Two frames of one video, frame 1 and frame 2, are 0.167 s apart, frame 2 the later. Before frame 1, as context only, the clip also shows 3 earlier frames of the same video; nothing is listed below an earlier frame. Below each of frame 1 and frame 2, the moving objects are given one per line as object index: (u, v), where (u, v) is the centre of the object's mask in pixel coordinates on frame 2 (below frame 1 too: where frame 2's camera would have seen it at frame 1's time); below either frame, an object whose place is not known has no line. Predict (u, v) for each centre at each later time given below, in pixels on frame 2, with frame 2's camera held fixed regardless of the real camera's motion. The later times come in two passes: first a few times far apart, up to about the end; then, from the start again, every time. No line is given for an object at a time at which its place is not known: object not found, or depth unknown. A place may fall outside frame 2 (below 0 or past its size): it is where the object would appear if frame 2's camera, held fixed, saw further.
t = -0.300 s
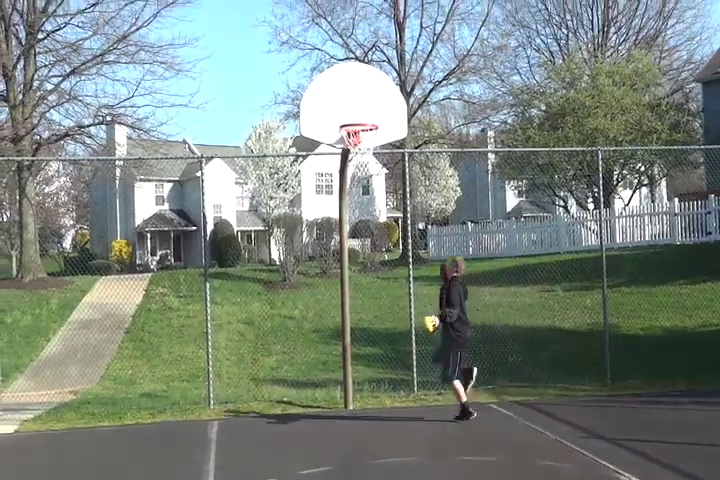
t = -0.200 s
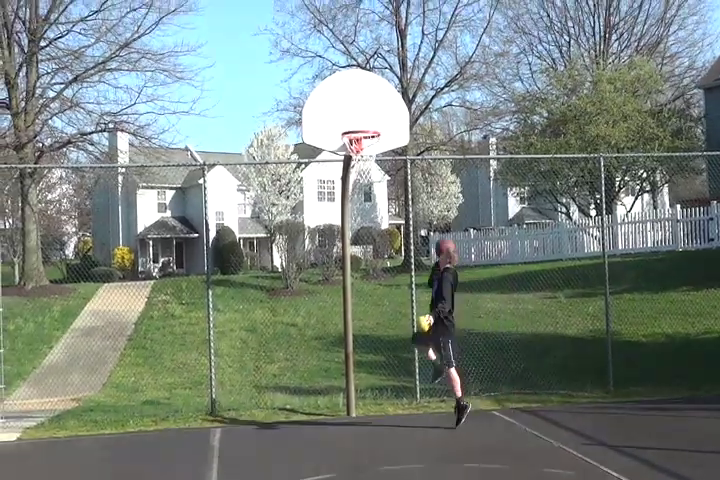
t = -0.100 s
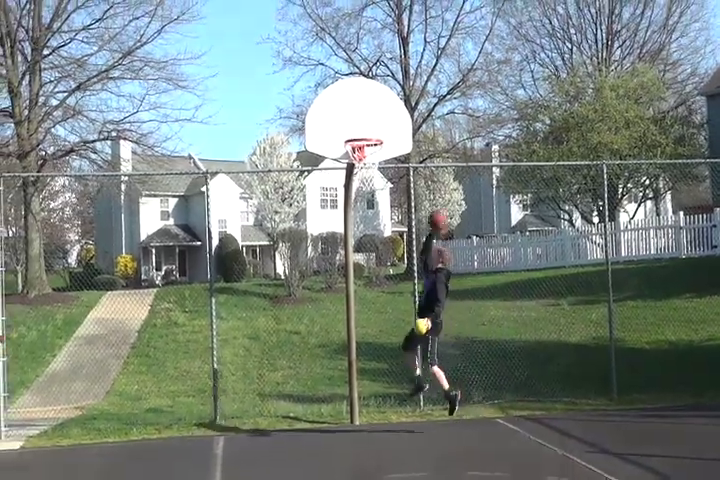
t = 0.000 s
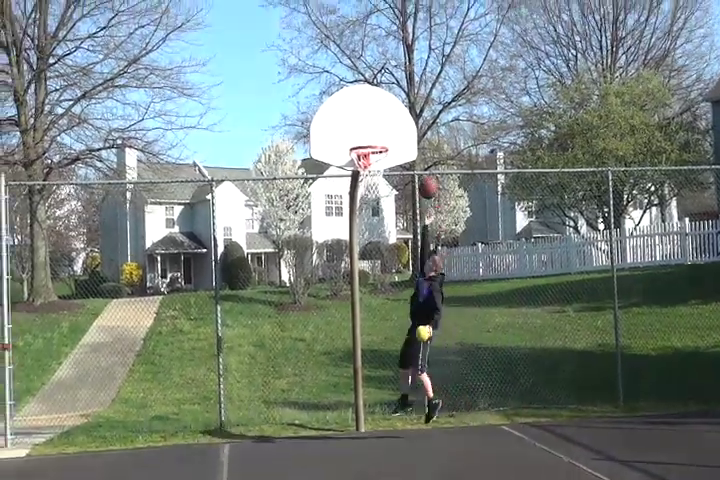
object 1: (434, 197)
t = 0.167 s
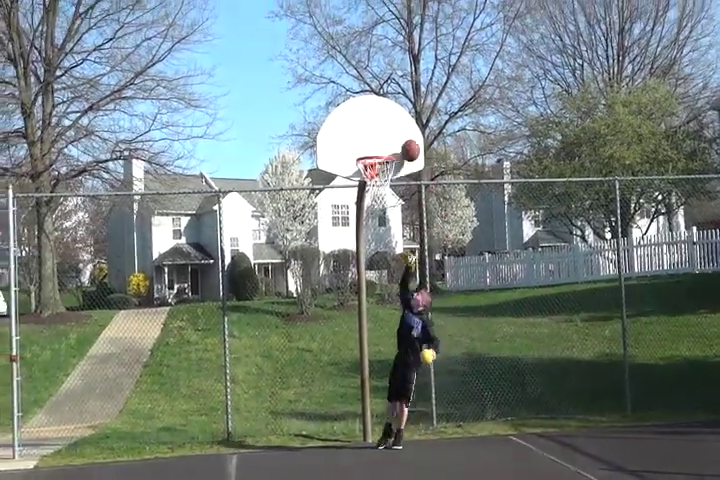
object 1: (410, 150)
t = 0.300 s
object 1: (394, 132)
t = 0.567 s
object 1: (375, 146)
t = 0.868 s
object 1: (369, 212)
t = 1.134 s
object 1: (373, 316)
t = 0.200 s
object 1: (405, 144)
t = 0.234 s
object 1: (401, 139)
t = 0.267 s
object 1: (397, 135)
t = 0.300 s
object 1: (394, 132)
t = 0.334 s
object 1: (392, 131)
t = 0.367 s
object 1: (389, 130)
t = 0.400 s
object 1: (387, 130)
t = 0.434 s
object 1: (384, 132)
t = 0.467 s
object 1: (382, 134)
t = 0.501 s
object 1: (379, 137)
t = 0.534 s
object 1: (378, 142)
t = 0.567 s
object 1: (375, 146)
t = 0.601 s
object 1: (373, 152)
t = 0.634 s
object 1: (371, 161)
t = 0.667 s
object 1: (370, 166)
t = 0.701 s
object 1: (369, 172)
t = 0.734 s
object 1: (368, 172)
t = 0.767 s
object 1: (368, 184)
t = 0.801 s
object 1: (367, 199)
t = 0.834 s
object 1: (367, 203)
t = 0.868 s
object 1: (369, 212)
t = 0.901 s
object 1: (369, 222)
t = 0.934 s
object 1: (369, 231)
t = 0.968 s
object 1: (369, 243)
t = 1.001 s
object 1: (370, 257)
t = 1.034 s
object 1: (371, 269)
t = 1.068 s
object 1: (372, 284)
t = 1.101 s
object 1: (373, 299)
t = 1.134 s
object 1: (373, 316)
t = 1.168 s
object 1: (374, 335)
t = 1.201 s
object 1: (375, 354)
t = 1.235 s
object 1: (376, 374)
